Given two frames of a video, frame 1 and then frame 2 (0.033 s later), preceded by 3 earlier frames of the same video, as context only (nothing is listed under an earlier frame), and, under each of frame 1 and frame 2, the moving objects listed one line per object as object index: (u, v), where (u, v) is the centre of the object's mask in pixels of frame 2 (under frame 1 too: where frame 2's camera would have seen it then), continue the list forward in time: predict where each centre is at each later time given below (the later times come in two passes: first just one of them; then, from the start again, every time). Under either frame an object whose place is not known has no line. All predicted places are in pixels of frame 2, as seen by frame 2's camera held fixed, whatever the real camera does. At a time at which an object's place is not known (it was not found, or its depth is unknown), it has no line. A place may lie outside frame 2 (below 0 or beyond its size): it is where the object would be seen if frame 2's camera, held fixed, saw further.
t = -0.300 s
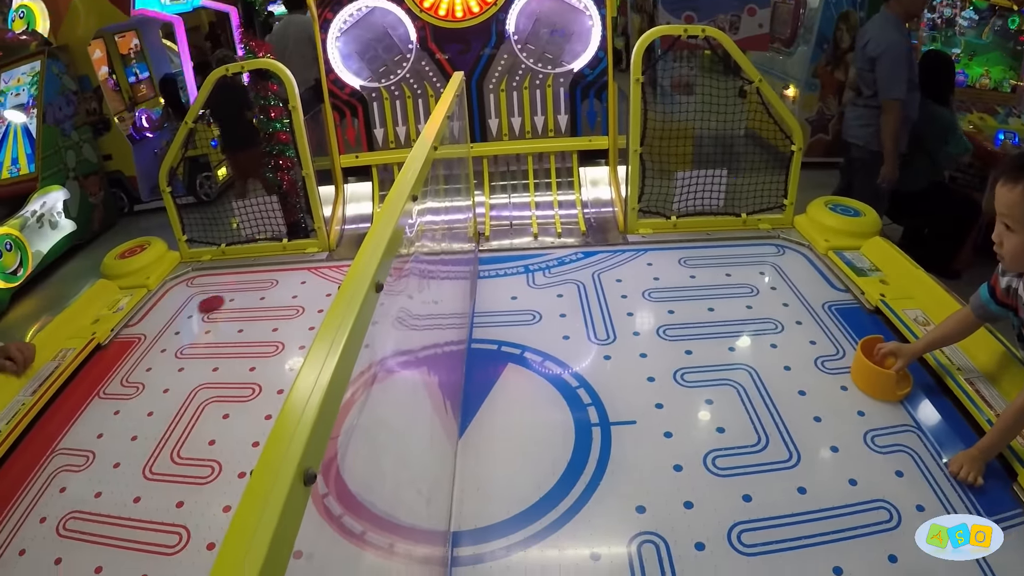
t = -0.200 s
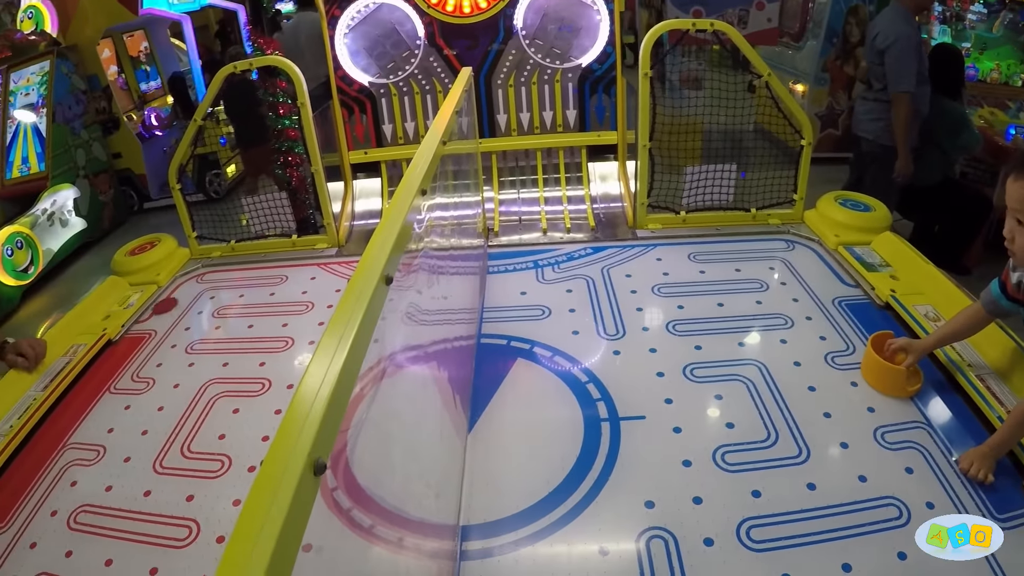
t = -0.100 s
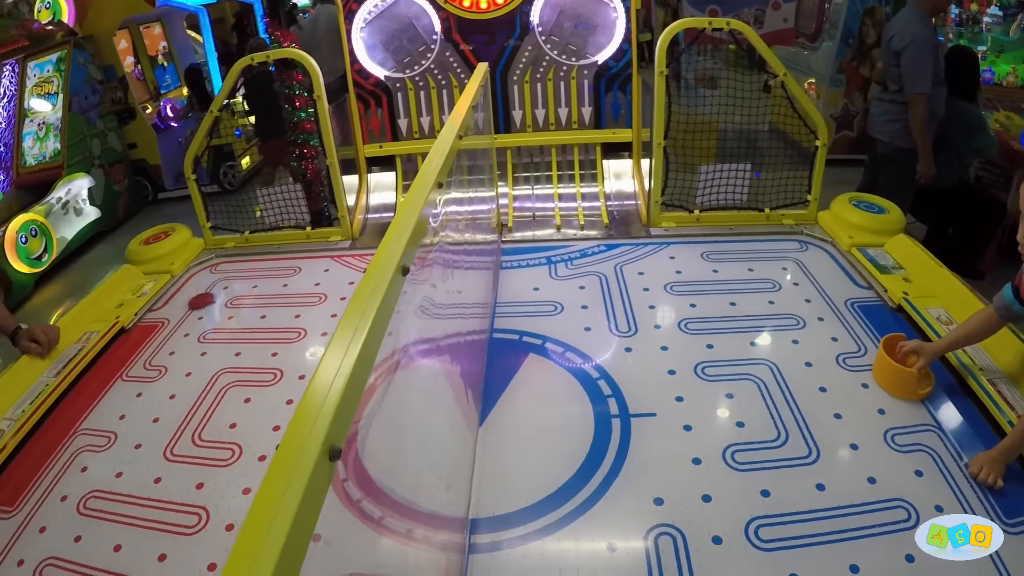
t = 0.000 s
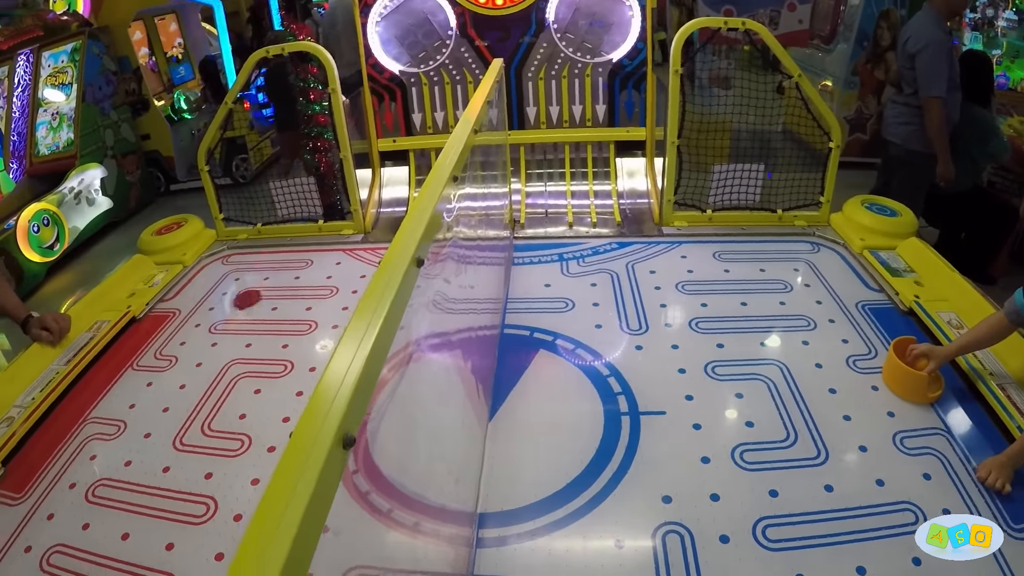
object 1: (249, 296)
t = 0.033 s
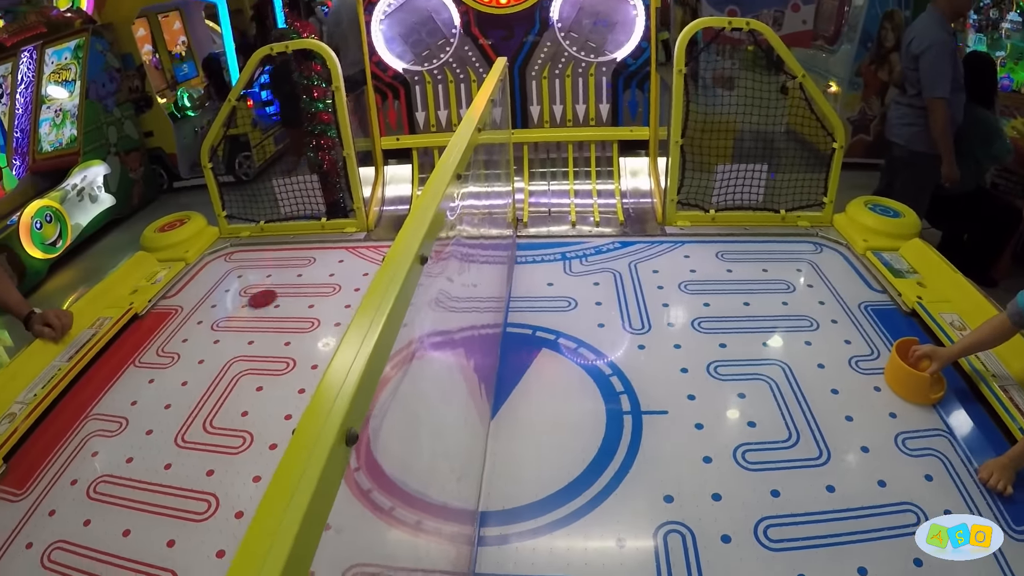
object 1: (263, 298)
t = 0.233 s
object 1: (346, 314)
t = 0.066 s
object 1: (276, 301)
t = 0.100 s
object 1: (289, 303)
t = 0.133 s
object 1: (304, 306)
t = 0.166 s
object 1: (319, 309)
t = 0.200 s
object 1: (335, 311)
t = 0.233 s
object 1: (346, 314)
